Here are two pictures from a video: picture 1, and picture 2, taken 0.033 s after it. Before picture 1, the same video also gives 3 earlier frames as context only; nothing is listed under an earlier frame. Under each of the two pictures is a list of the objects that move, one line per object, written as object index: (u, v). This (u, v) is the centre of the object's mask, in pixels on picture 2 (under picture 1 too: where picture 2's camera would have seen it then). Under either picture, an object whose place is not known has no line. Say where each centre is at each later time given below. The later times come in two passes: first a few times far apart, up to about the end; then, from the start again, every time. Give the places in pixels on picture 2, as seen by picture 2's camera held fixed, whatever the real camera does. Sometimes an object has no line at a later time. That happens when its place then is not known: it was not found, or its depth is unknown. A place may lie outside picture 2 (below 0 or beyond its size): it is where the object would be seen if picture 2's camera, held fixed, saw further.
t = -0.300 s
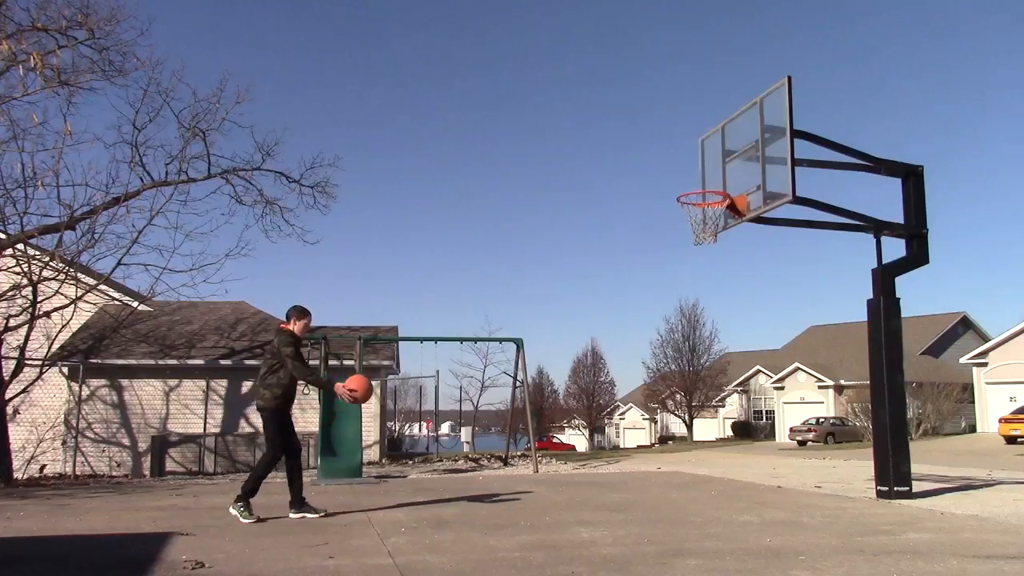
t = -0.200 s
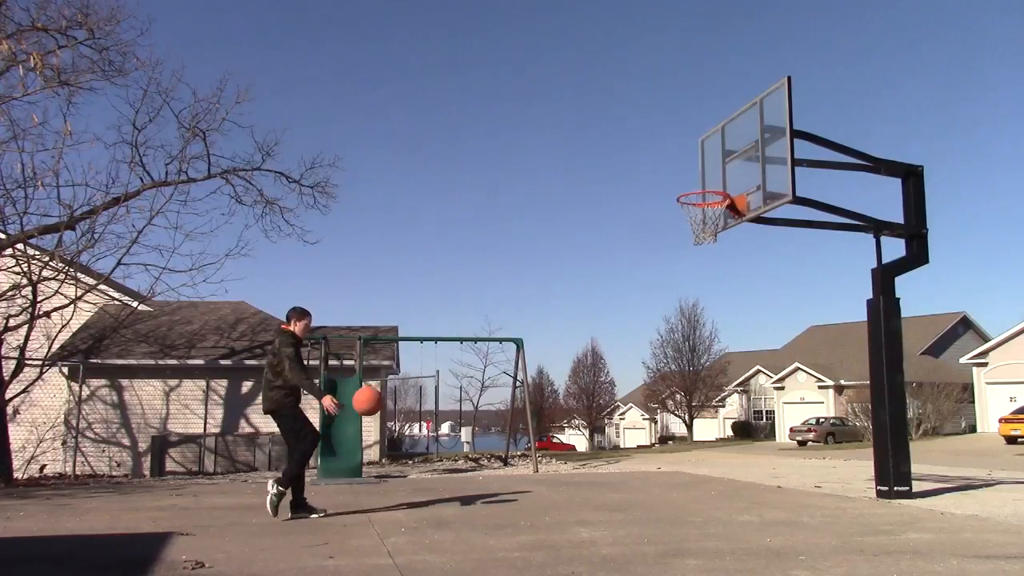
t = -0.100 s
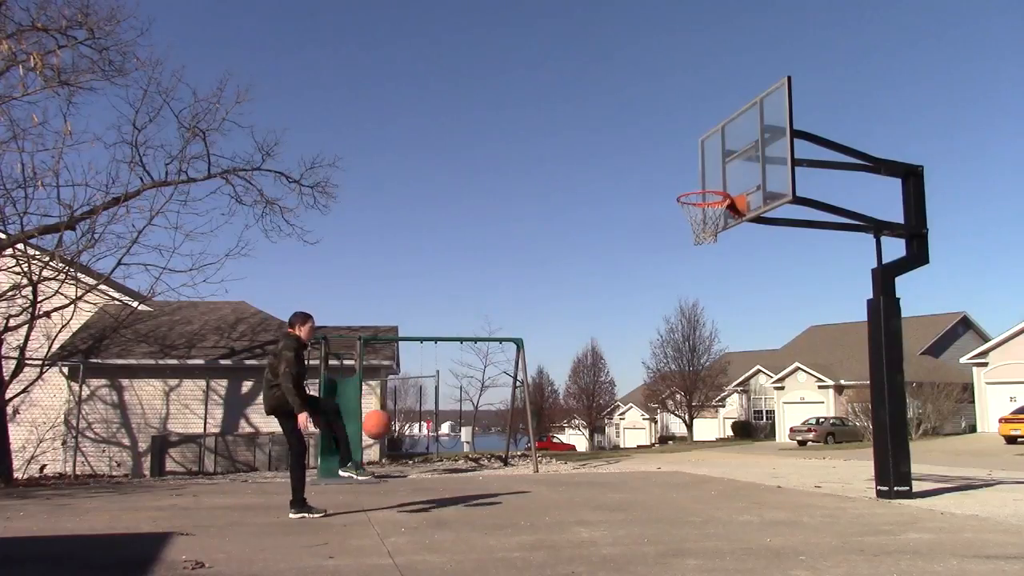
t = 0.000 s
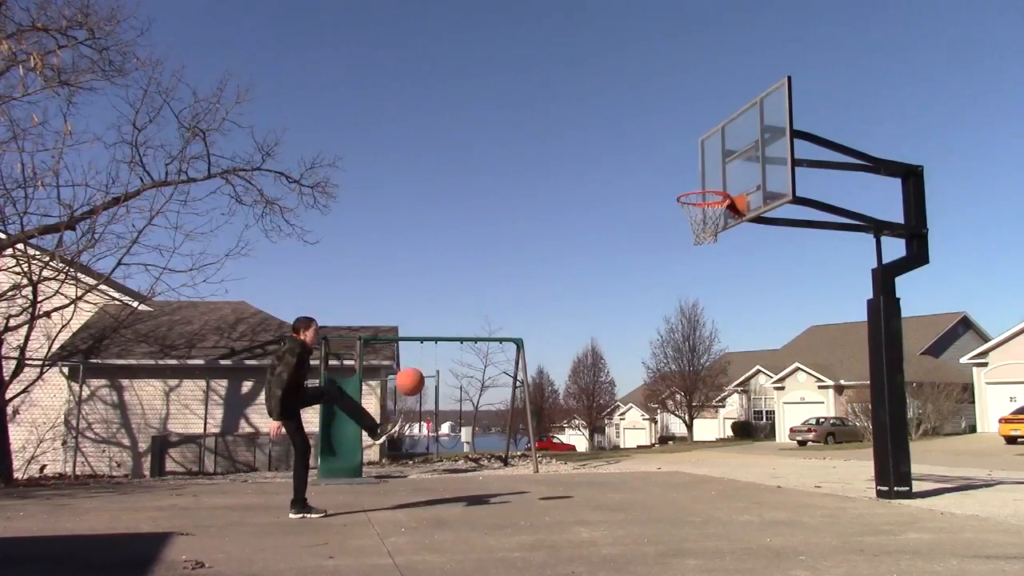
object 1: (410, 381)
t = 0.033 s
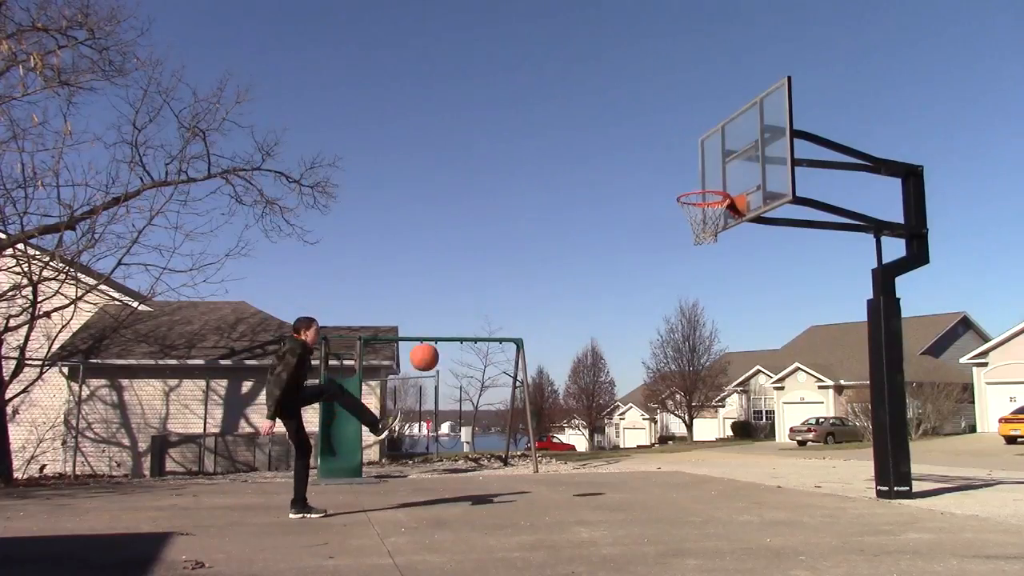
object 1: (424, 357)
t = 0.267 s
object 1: (520, 230)
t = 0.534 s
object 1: (619, 167)
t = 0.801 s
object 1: (711, 178)
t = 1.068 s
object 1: (727, 177)
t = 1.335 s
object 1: (700, 188)
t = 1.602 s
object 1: (691, 222)
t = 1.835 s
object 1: (711, 232)
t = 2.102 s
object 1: (708, 255)
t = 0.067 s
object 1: (438, 333)
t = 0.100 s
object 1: (453, 312)
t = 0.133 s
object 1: (467, 293)
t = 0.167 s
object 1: (480, 275)
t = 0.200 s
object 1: (494, 258)
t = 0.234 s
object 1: (507, 243)
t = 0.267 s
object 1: (520, 230)
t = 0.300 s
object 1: (533, 218)
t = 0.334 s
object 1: (546, 206)
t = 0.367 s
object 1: (558, 196)
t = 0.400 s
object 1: (571, 188)
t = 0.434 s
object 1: (583, 181)
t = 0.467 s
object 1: (595, 175)
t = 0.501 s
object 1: (607, 170)
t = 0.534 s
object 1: (619, 167)
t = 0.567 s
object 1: (631, 165)
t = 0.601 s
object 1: (643, 164)
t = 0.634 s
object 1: (655, 164)
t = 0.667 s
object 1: (667, 165)
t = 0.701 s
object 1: (679, 167)
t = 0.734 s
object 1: (690, 171)
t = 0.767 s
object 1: (702, 177)
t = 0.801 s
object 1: (711, 178)
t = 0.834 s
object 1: (716, 175)
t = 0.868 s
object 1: (721, 173)
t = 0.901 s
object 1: (726, 173)
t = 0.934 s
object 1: (732, 173)
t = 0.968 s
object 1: (737, 175)
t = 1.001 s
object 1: (736, 175)
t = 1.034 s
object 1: (732, 175)
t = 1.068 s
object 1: (727, 177)
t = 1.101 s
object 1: (723, 179)
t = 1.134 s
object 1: (719, 179)
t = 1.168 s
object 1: (715, 179)
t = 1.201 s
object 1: (712, 179)
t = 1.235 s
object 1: (709, 181)
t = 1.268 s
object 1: (706, 184)
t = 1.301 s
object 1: (702, 187)
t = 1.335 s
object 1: (700, 188)
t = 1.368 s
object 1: (697, 192)
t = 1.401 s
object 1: (695, 197)
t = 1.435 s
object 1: (692, 203)
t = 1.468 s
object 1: (690, 209)
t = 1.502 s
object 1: (689, 214)
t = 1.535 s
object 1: (690, 218)
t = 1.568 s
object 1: (690, 220)
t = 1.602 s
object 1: (691, 222)
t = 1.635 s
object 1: (694, 223)
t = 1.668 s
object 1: (695, 224)
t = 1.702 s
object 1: (700, 228)
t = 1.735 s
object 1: (704, 229)
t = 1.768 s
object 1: (706, 231)
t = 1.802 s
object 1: (710, 231)
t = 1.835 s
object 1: (711, 232)
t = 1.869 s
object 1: (712, 232)
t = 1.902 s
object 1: (711, 234)
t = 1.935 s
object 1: (711, 234)
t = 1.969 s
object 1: (711, 236)
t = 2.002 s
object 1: (711, 242)
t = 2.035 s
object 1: (710, 244)
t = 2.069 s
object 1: (709, 248)
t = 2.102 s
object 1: (708, 255)
